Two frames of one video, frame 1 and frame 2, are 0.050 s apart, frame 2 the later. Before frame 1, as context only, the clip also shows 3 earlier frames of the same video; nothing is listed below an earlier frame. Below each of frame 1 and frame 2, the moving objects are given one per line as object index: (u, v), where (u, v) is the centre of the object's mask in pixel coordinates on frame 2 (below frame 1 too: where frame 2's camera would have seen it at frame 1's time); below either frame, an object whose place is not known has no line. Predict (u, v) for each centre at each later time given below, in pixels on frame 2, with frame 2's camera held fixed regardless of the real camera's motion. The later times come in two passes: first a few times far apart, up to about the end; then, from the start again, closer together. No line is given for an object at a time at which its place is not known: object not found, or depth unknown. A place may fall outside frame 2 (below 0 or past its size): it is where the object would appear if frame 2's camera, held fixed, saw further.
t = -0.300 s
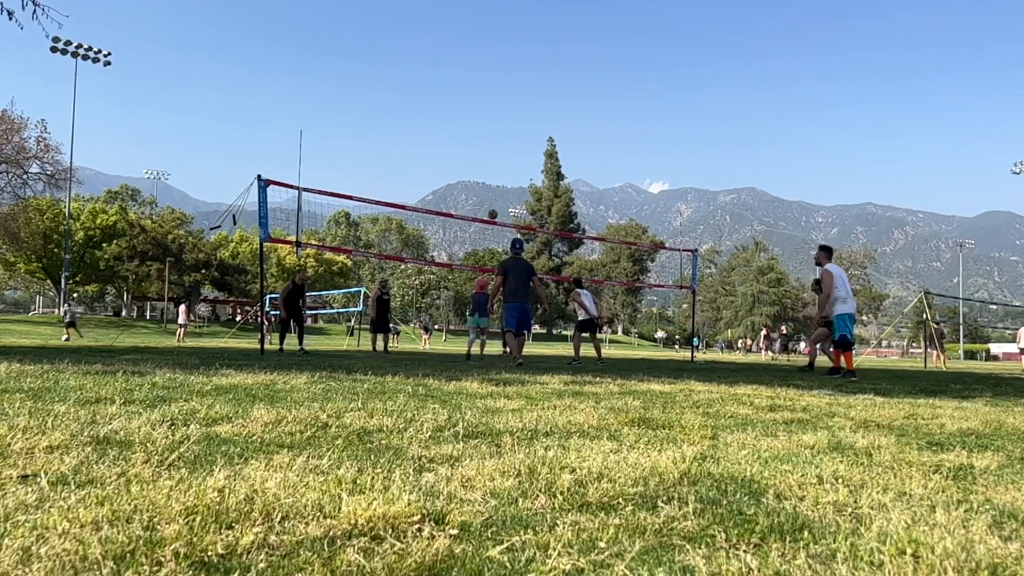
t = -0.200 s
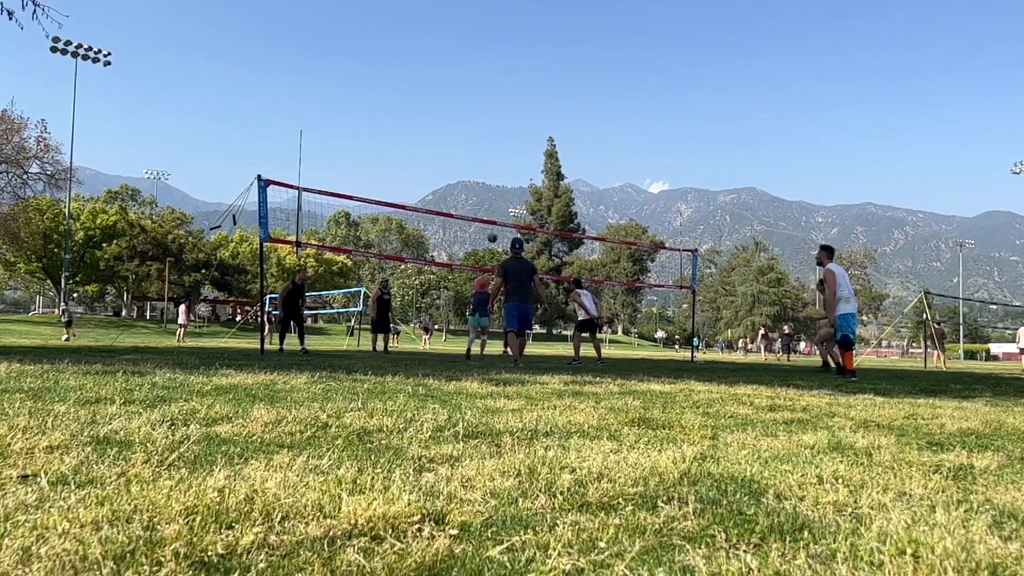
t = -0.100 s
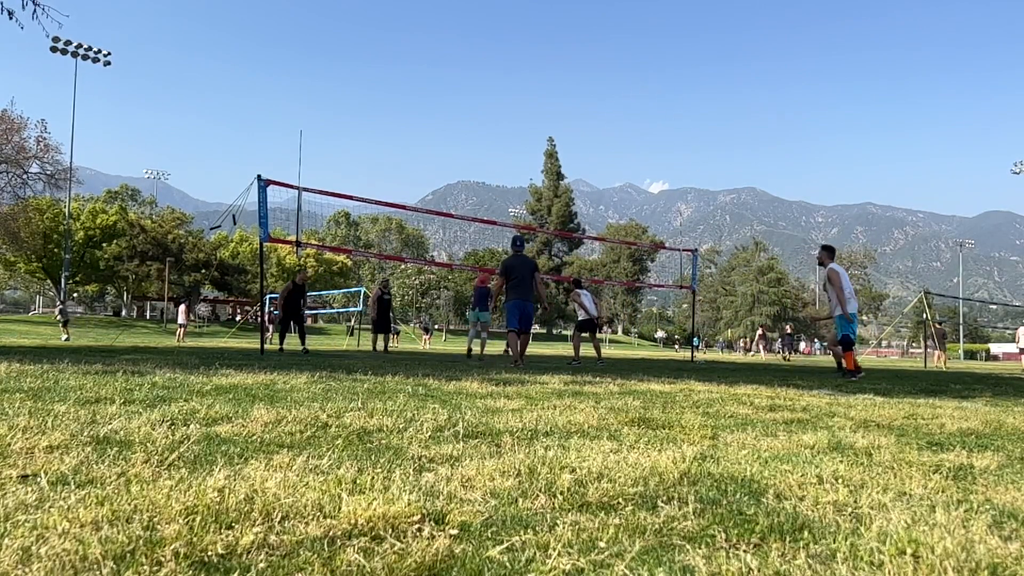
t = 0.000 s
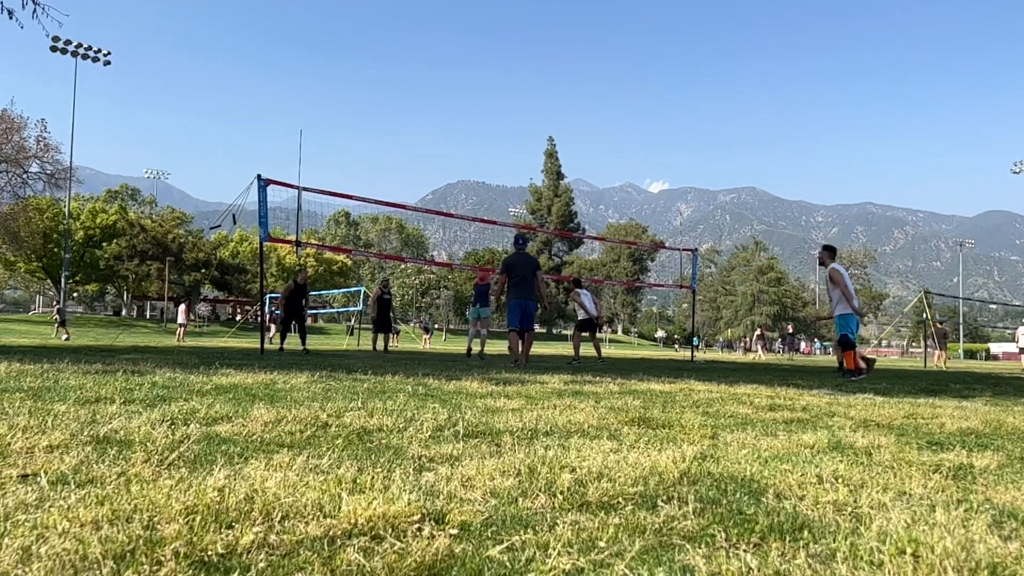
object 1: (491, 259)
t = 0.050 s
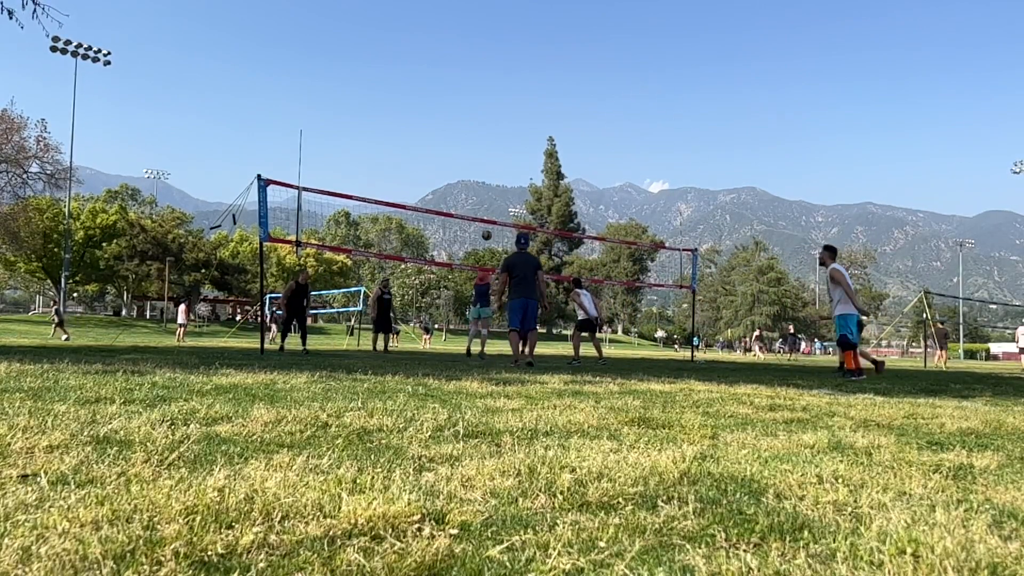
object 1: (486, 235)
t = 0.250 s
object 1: (477, 164)
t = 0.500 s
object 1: (464, 101)
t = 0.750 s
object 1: (451, 66)
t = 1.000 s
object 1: (437, 62)
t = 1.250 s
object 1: (423, 91)
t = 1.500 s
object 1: (410, 152)
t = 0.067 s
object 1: (486, 232)
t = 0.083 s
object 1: (485, 225)
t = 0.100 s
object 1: (484, 215)
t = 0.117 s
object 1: (483, 209)
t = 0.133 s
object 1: (482, 203)
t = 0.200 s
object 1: (479, 179)
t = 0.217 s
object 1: (478, 173)
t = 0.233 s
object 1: (478, 171)
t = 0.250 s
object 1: (477, 164)
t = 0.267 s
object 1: (476, 159)
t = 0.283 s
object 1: (475, 152)
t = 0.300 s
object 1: (474, 147)
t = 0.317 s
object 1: (474, 145)
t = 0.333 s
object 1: (472, 139)
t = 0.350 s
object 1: (472, 135)
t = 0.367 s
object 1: (471, 130)
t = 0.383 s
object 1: (470, 126)
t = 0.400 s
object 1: (469, 122)
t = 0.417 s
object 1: (468, 117)
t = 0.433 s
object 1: (467, 115)
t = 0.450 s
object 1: (466, 110)
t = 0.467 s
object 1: (465, 106)
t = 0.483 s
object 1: (465, 103)
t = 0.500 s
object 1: (464, 101)
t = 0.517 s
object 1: (463, 97)
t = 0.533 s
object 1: (462, 93)
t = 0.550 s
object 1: (461, 90)
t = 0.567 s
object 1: (460, 87)
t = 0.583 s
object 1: (460, 86)
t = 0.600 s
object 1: (459, 83)
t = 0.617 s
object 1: (458, 79)
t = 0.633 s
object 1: (457, 77)
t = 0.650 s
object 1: (456, 75)
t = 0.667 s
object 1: (455, 73)
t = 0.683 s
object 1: (455, 72)
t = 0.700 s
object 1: (453, 70)
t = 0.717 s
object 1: (452, 68)
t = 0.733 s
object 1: (451, 67)
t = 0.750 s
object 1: (451, 66)
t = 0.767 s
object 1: (450, 64)
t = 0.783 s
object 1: (449, 63)
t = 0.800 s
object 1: (448, 62)
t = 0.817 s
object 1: (447, 61)
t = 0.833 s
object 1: (446, 61)
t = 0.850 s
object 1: (445, 60)
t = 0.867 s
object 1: (444, 60)
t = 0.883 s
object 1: (443, 60)
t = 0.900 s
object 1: (442, 60)
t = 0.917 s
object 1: (441, 60)
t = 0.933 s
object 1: (440, 60)
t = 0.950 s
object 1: (440, 60)
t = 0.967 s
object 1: (438, 61)
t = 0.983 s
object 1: (437, 61)
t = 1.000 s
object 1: (437, 62)
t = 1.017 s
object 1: (436, 63)
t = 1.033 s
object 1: (435, 64)
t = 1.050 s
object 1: (434, 65)
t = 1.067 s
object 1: (433, 67)
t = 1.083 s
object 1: (433, 67)
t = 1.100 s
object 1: (432, 69)
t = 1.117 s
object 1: (431, 71)
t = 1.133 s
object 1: (429, 74)
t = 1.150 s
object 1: (429, 76)
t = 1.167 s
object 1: (428, 78)
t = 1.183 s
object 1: (427, 80)
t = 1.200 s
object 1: (426, 82)
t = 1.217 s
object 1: (425, 85)
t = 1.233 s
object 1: (424, 88)
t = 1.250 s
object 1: (423, 91)
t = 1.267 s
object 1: (423, 93)
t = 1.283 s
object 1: (422, 97)
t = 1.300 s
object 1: (420, 101)
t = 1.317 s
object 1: (420, 104)
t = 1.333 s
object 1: (419, 108)
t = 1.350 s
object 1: (418, 110)
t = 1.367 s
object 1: (417, 115)
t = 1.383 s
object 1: (417, 119)
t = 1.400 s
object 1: (415, 124)
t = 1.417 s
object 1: (415, 128)
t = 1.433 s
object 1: (414, 133)
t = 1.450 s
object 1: (413, 138)
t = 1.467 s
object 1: (412, 141)
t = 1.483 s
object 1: (411, 147)
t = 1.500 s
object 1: (410, 152)
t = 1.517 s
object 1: (410, 157)
